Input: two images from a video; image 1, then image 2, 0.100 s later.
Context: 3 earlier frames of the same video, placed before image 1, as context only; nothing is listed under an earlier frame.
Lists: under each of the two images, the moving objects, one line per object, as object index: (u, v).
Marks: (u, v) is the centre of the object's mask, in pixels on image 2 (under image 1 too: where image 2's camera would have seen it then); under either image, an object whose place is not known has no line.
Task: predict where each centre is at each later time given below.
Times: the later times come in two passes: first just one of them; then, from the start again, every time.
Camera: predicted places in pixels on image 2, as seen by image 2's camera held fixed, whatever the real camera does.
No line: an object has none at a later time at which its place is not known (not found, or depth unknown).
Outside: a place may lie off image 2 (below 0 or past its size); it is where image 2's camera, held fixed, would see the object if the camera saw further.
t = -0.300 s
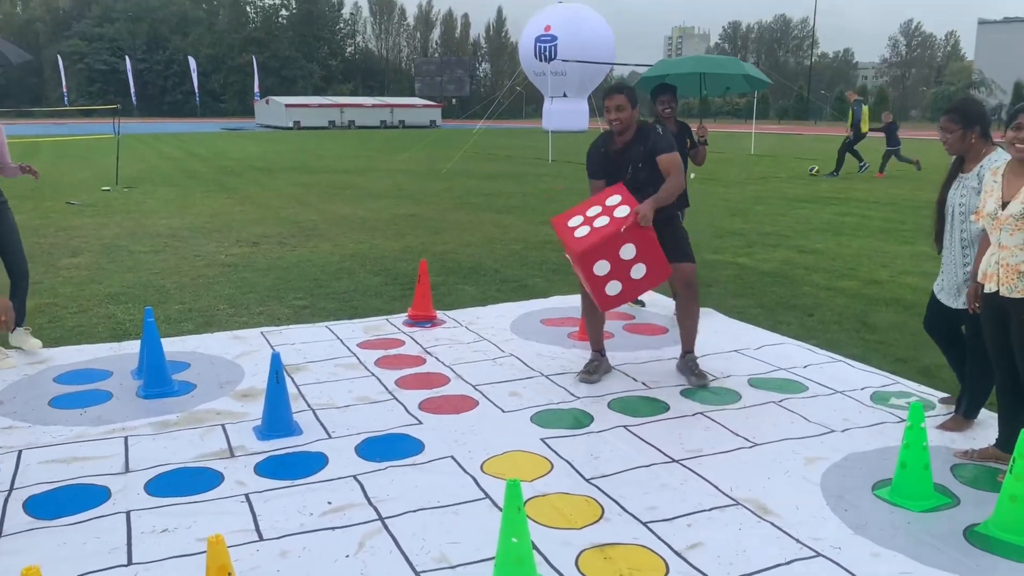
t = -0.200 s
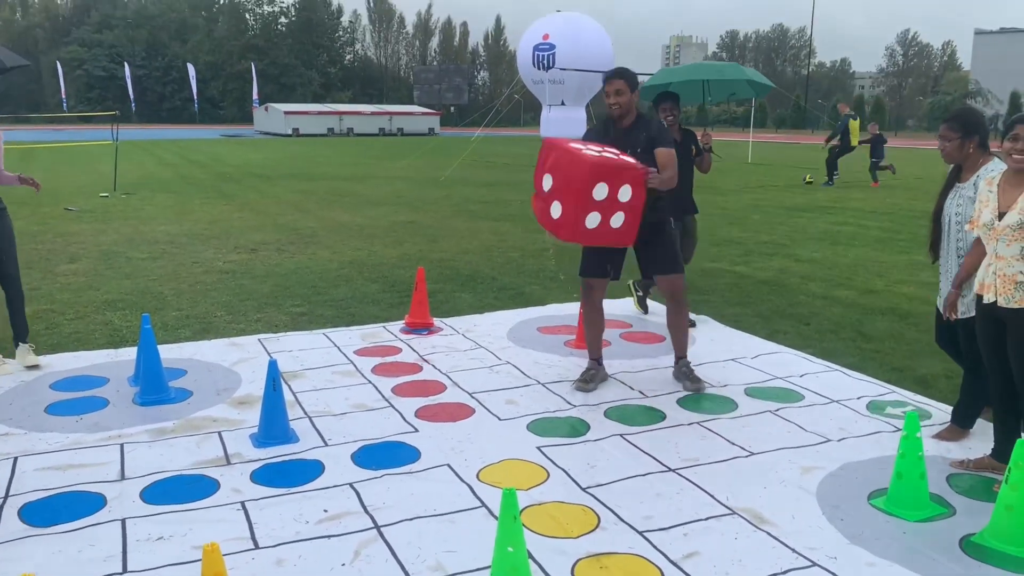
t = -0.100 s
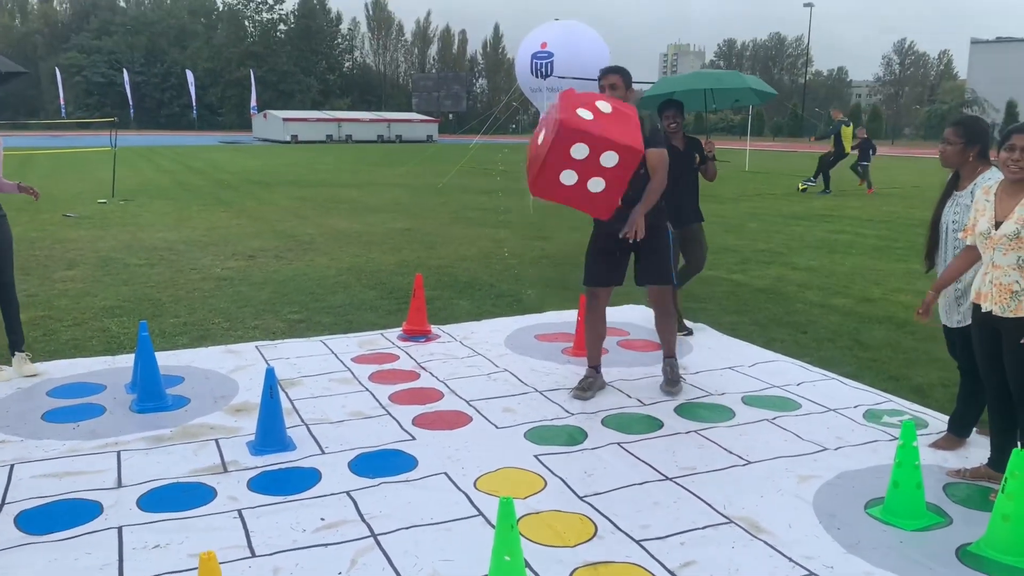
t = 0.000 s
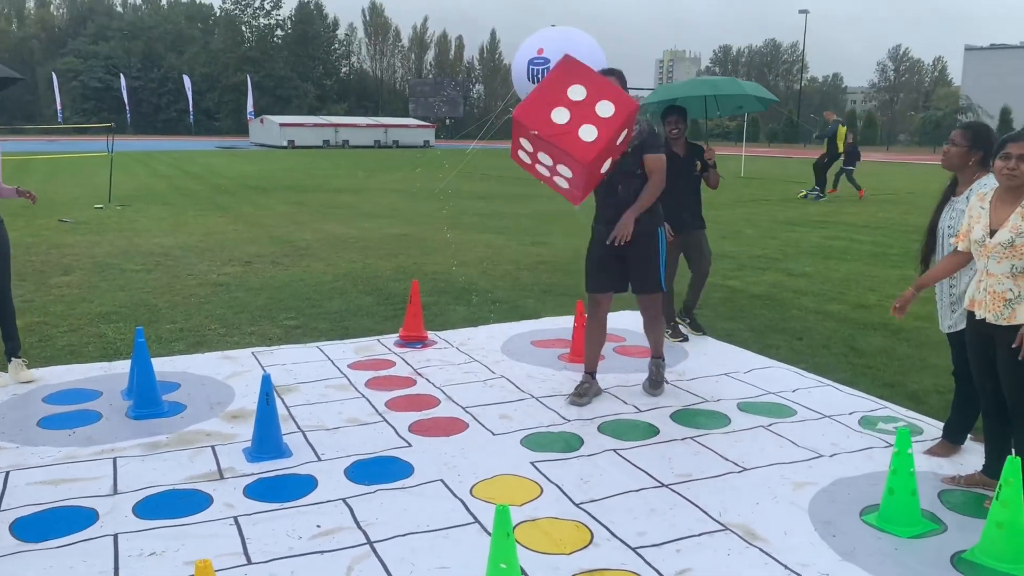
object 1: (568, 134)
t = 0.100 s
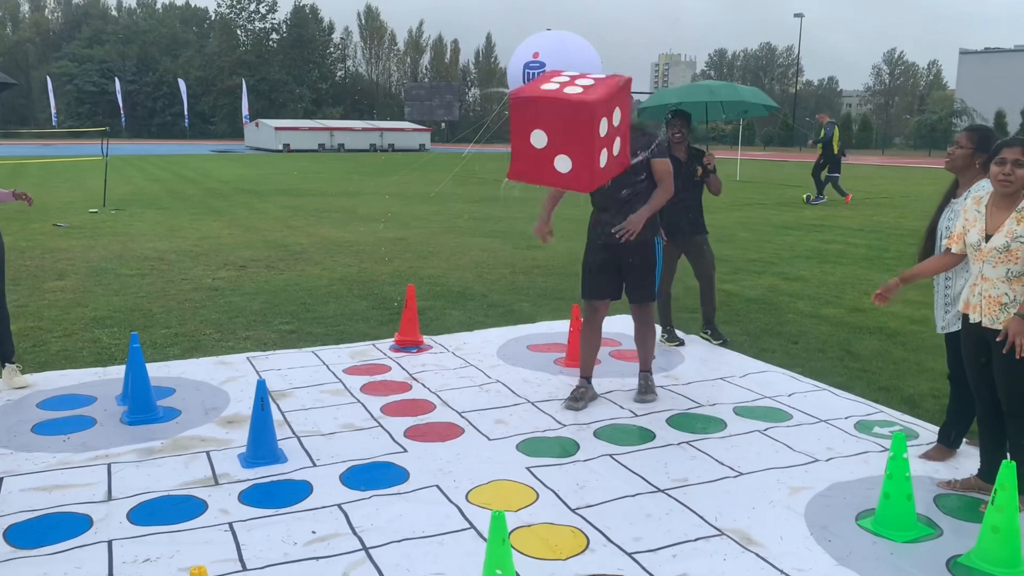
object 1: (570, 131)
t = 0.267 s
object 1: (562, 197)
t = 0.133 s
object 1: (573, 136)
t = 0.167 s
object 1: (576, 149)
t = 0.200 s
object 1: (575, 167)
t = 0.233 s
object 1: (569, 185)
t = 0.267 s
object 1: (562, 197)
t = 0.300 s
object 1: (559, 213)
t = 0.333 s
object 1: (558, 232)
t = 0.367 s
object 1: (559, 253)
